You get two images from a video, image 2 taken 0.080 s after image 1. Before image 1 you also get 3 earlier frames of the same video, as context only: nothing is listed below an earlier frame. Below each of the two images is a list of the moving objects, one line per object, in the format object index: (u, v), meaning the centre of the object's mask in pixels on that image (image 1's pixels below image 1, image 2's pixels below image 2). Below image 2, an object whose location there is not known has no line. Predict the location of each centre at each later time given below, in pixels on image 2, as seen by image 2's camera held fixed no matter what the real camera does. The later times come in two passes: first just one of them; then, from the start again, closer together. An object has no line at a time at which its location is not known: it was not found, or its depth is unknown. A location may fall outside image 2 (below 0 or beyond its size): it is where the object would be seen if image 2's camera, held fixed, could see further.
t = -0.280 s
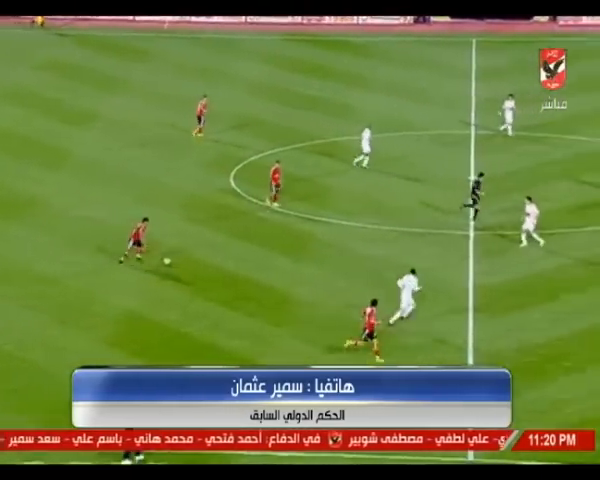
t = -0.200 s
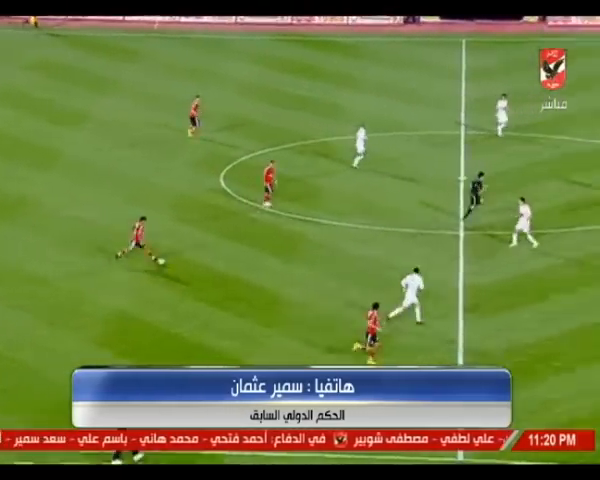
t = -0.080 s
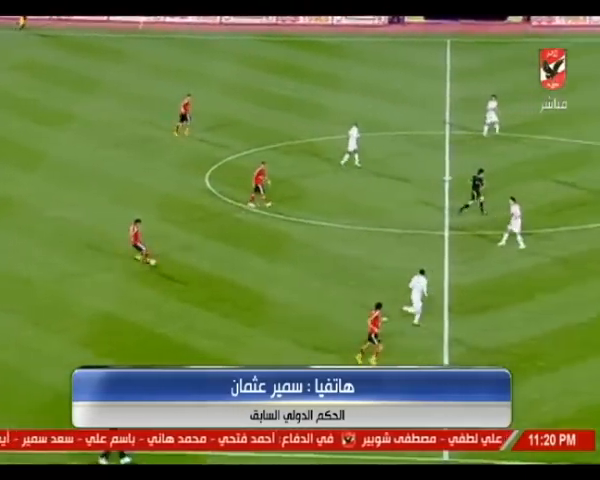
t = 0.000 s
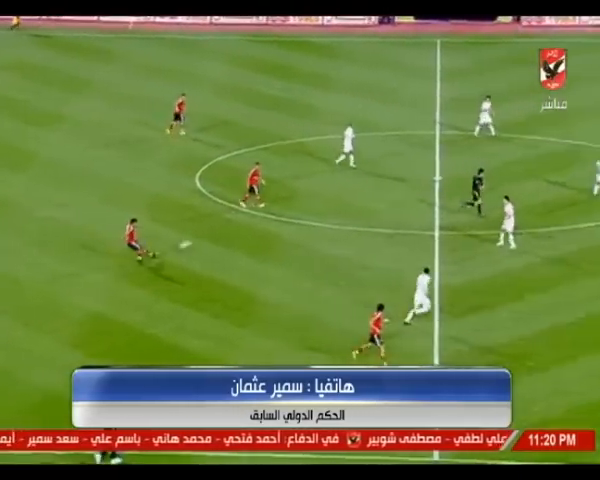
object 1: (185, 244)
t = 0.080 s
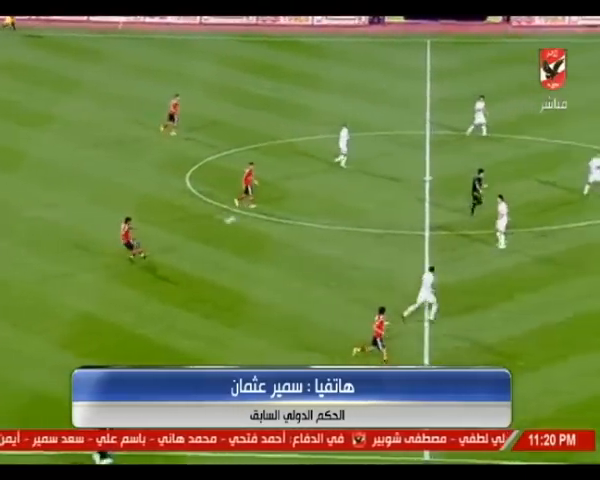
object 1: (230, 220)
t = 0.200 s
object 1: (305, 186)
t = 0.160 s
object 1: (280, 197)
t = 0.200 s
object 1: (305, 186)
